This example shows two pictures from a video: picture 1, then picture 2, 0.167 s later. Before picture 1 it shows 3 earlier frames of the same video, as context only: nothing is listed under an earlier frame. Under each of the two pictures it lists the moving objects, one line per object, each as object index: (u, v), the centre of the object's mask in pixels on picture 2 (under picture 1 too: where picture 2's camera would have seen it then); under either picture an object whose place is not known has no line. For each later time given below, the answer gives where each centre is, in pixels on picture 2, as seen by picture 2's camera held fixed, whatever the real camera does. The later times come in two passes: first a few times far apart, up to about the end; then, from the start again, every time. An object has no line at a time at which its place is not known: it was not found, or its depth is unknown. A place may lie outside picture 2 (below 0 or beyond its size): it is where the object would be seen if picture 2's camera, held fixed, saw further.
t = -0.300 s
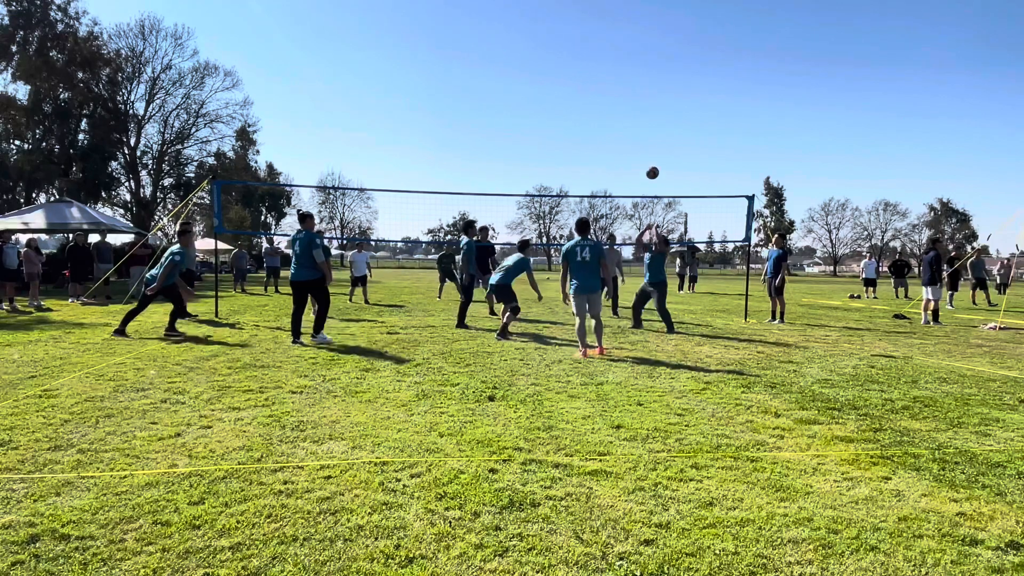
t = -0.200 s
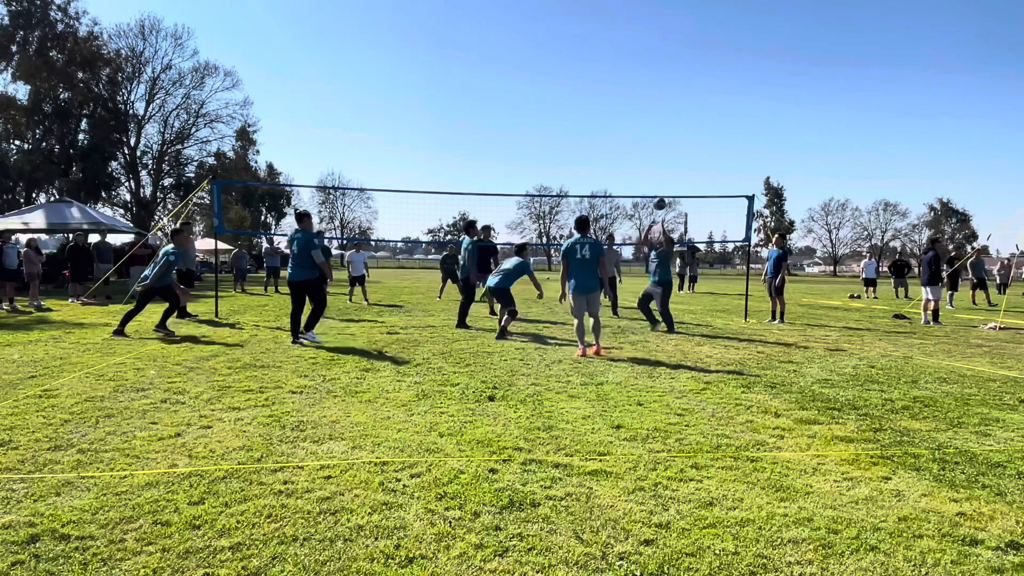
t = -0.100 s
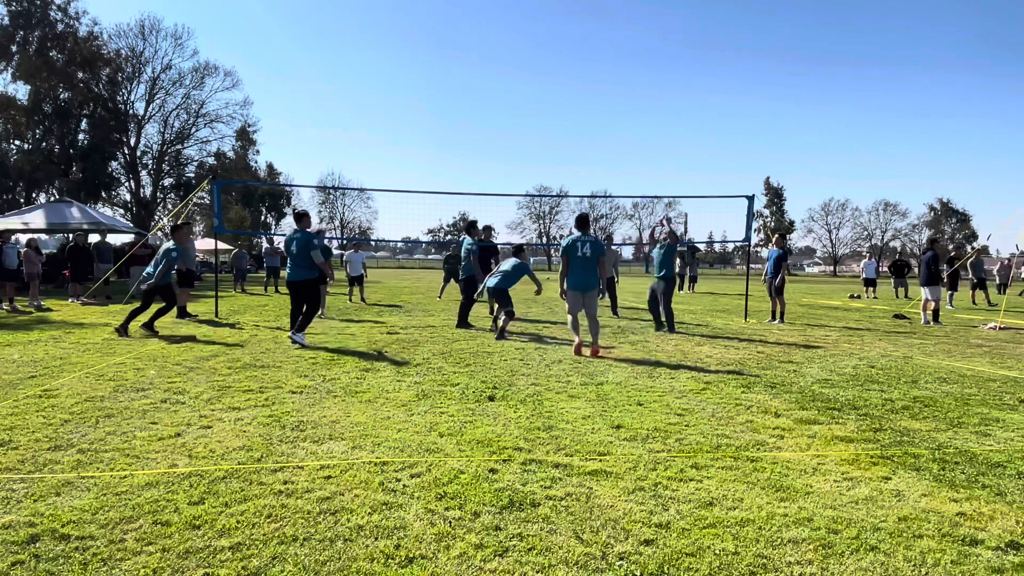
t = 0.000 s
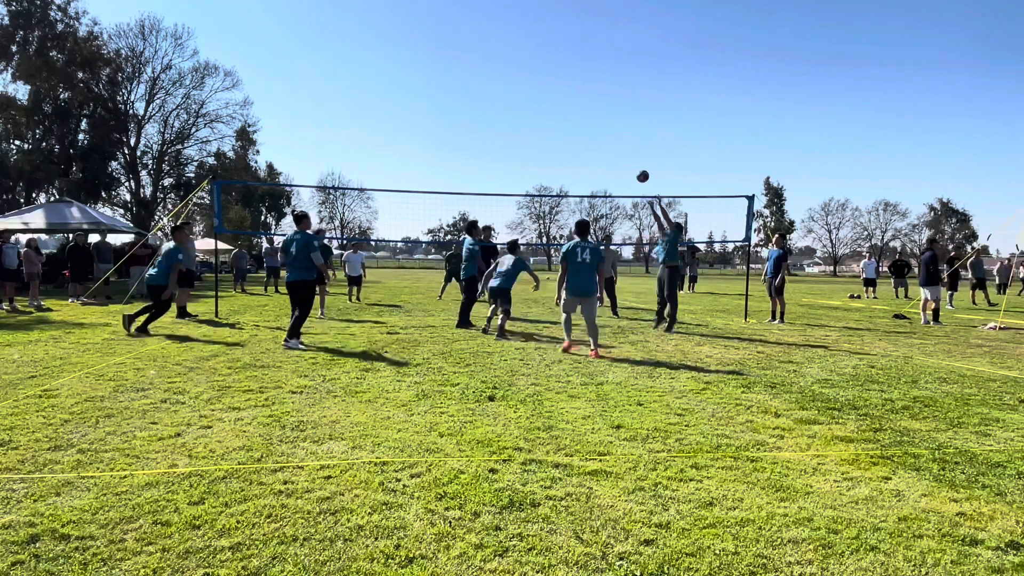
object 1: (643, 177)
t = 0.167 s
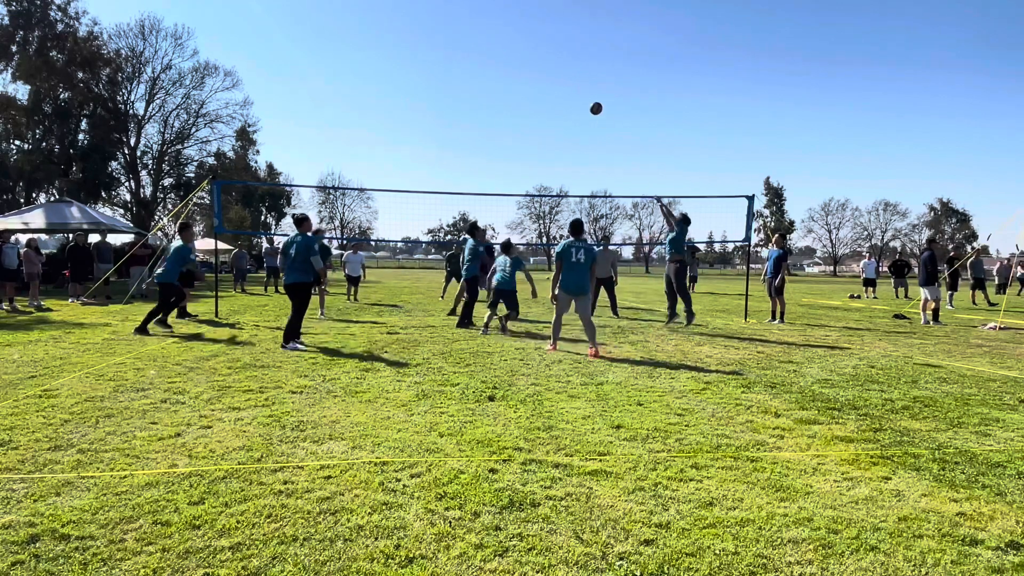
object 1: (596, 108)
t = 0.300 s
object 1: (559, 68)
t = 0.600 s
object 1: (479, 21)
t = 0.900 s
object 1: (402, 30)
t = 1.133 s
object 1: (346, 73)
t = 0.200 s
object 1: (587, 97)
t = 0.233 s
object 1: (578, 87)
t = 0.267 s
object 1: (568, 77)
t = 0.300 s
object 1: (559, 68)
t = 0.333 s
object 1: (550, 60)
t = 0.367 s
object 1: (541, 53)
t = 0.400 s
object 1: (532, 46)
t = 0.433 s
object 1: (523, 40)
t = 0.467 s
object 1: (515, 35)
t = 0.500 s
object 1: (506, 30)
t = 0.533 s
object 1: (497, 26)
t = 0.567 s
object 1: (488, 23)
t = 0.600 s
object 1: (479, 21)
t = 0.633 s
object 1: (471, 19)
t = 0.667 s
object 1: (462, 18)
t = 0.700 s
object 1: (453, 18)
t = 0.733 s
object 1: (445, 18)
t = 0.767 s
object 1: (436, 19)
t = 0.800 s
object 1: (428, 21)
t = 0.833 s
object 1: (419, 24)
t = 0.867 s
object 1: (411, 27)
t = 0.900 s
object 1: (402, 30)
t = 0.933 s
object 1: (394, 35)
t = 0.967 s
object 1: (386, 40)
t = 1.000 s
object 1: (378, 45)
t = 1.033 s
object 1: (370, 51)
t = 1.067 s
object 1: (362, 58)
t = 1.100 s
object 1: (354, 65)
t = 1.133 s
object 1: (346, 73)
